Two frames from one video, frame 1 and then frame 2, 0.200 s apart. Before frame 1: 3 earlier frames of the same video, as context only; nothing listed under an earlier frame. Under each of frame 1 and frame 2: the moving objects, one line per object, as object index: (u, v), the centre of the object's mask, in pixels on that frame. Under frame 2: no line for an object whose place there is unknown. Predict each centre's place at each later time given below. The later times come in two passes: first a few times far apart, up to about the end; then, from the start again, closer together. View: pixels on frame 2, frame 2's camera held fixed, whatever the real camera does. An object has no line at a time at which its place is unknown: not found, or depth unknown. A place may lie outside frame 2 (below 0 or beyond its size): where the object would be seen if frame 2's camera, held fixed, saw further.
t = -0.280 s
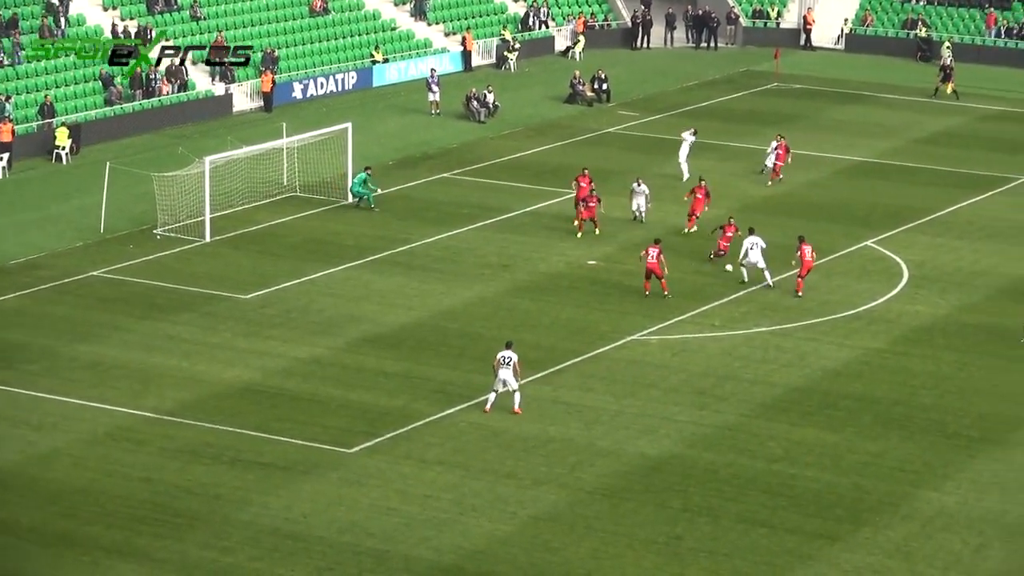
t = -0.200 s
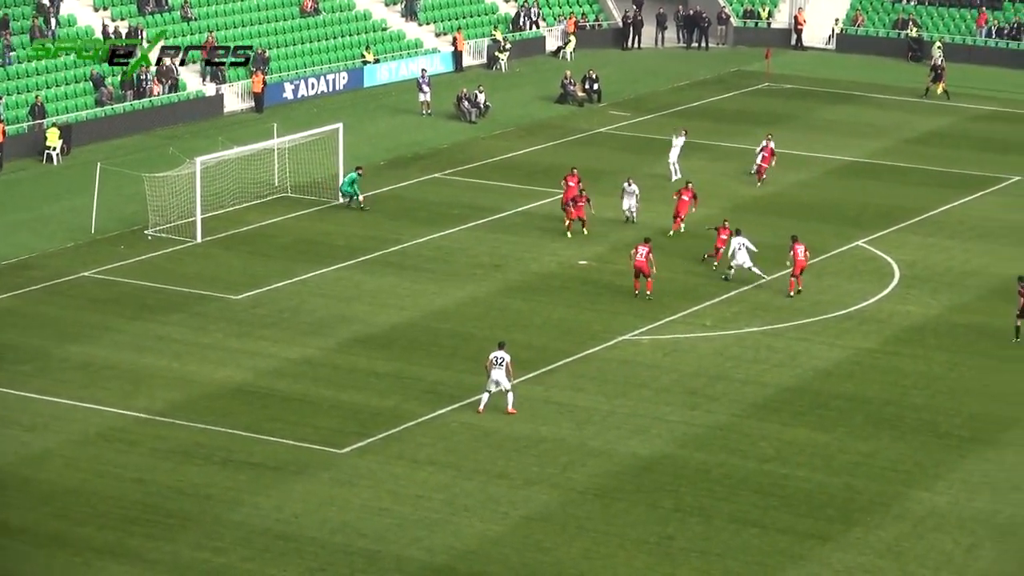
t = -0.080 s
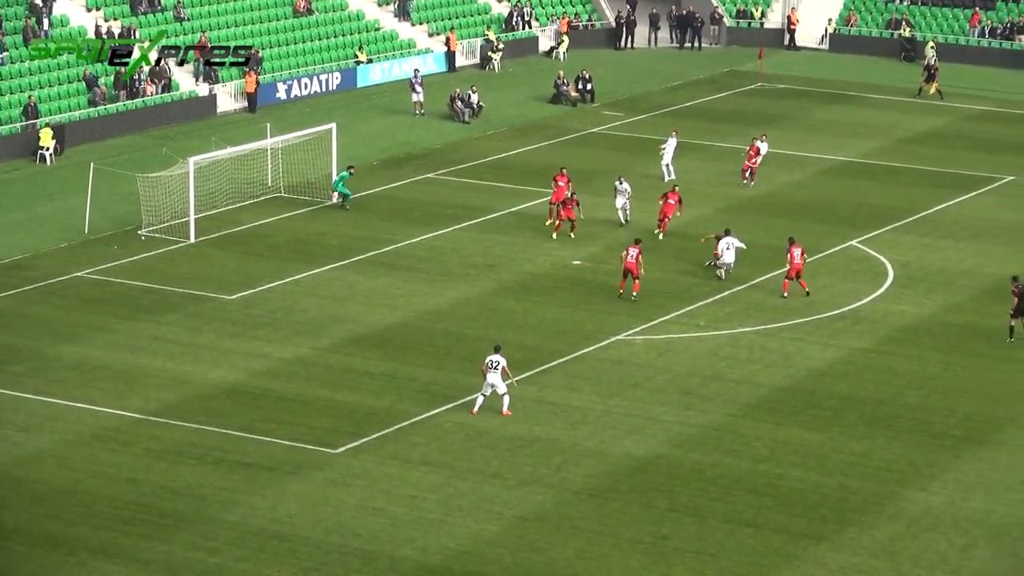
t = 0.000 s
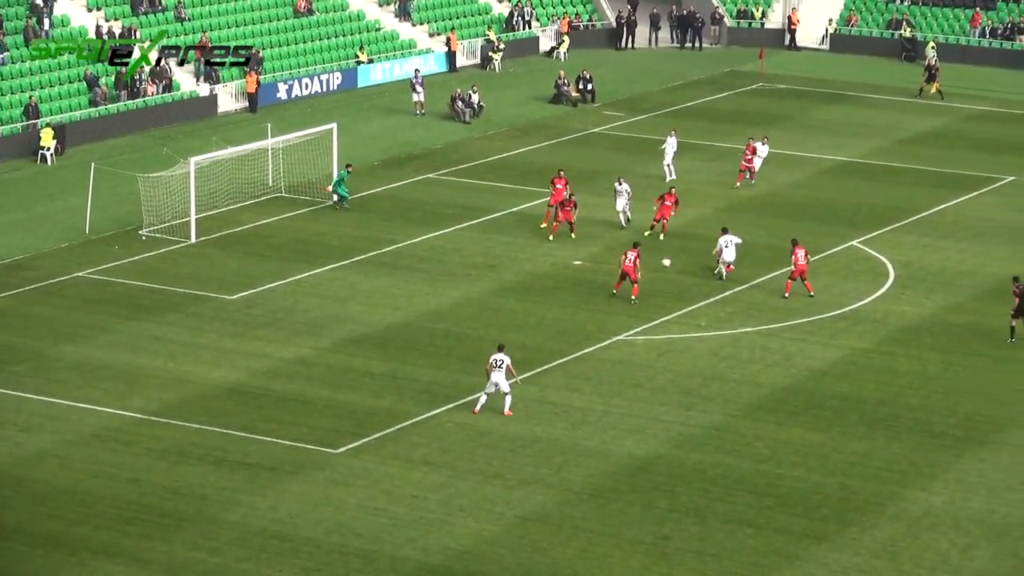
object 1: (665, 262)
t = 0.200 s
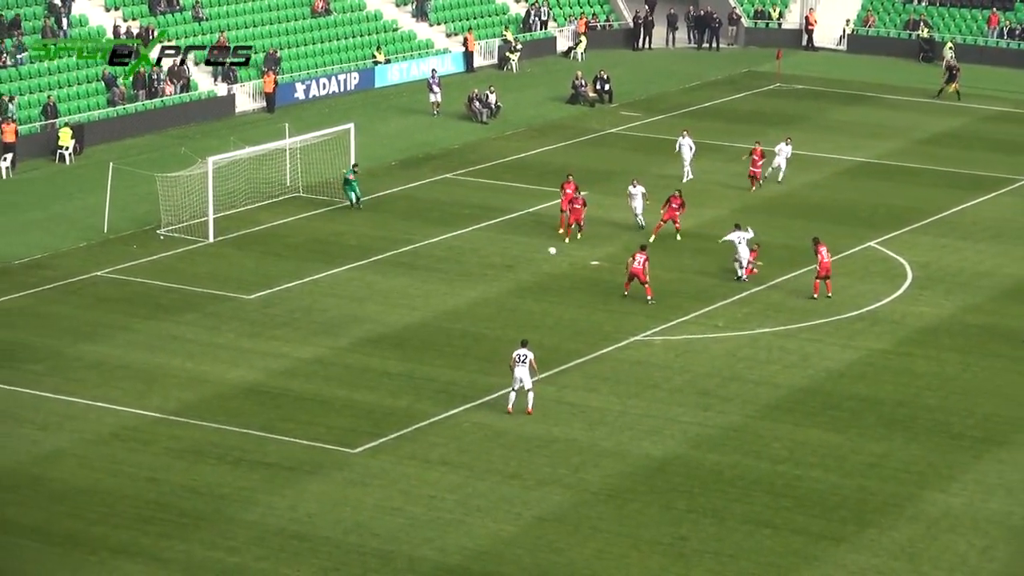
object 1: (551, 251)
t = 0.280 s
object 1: (502, 251)
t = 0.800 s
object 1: (235, 250)
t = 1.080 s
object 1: (126, 245)
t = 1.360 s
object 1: (31, 238)
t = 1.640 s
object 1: (-59, 237)
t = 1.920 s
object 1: (-146, 235)
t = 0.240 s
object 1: (526, 250)
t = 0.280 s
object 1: (502, 251)
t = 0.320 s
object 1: (478, 253)
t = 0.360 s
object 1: (453, 256)
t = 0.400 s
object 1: (430, 257)
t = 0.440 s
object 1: (410, 252)
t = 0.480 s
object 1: (390, 249)
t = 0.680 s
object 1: (291, 244)
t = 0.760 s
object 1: (253, 248)
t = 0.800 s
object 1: (235, 250)
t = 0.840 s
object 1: (218, 247)
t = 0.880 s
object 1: (203, 245)
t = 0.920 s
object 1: (187, 243)
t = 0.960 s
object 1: (172, 243)
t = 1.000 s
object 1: (157, 243)
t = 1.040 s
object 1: (140, 244)
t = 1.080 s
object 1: (126, 245)
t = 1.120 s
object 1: (111, 245)
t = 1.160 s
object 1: (98, 242)
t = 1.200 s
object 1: (84, 240)
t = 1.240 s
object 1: (71, 238)
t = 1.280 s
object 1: (58, 237)
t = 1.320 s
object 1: (45, 238)
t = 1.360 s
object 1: (31, 238)
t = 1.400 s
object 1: (18, 239)
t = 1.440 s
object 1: (6, 240)
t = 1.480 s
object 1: (-8, 239)
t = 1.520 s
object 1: (-20, 237)
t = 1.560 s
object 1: (-34, 236)
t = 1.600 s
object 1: (-47, 236)
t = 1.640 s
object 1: (-59, 237)
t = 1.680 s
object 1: (-72, 237)
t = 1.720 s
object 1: (-84, 236)
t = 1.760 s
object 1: (-97, 235)
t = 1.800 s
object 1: (-109, 234)
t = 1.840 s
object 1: (-121, 234)
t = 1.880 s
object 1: (-133, 234)
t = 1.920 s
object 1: (-146, 235)
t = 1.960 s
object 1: (-157, 234)
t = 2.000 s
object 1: (-169, 233)
